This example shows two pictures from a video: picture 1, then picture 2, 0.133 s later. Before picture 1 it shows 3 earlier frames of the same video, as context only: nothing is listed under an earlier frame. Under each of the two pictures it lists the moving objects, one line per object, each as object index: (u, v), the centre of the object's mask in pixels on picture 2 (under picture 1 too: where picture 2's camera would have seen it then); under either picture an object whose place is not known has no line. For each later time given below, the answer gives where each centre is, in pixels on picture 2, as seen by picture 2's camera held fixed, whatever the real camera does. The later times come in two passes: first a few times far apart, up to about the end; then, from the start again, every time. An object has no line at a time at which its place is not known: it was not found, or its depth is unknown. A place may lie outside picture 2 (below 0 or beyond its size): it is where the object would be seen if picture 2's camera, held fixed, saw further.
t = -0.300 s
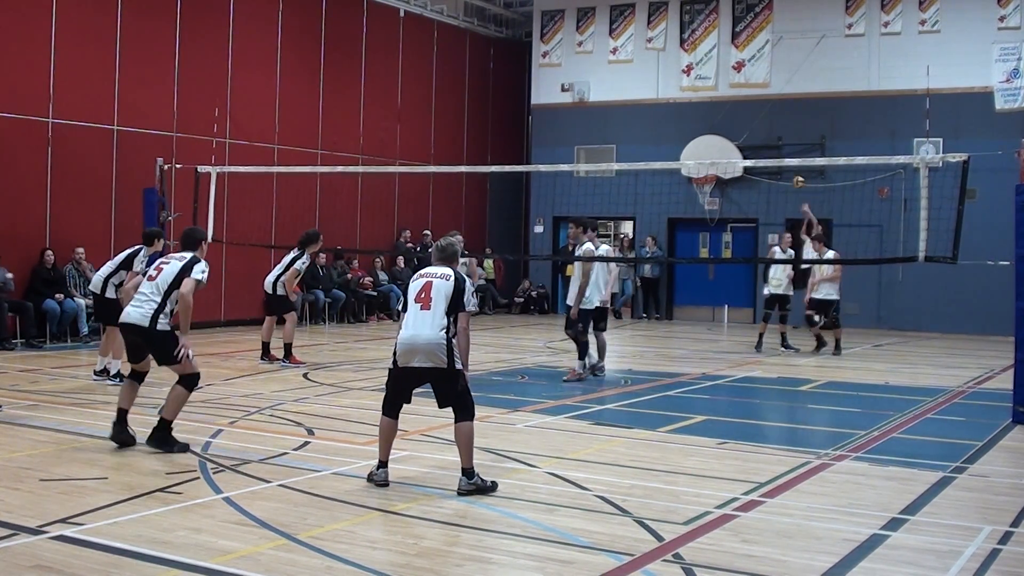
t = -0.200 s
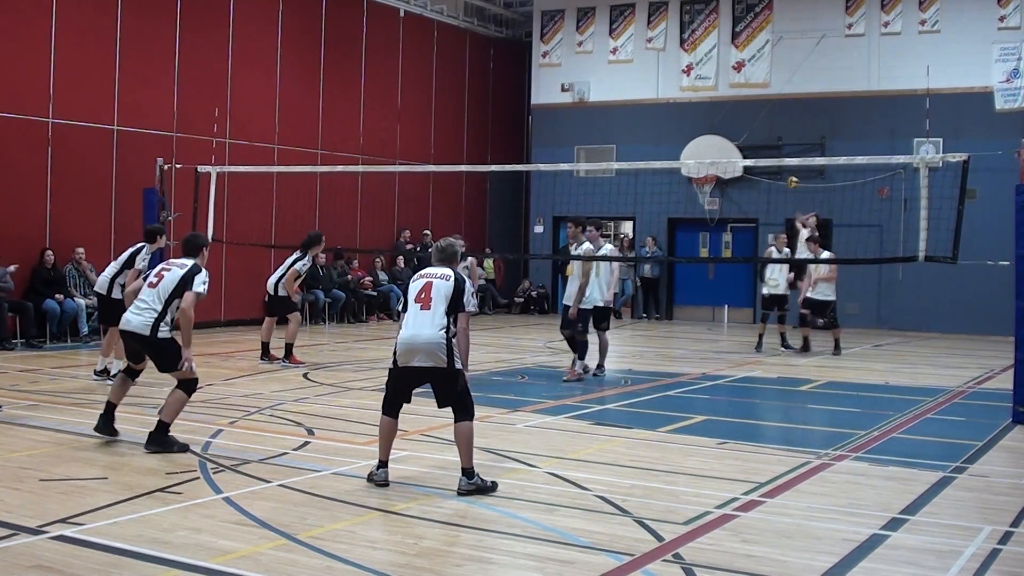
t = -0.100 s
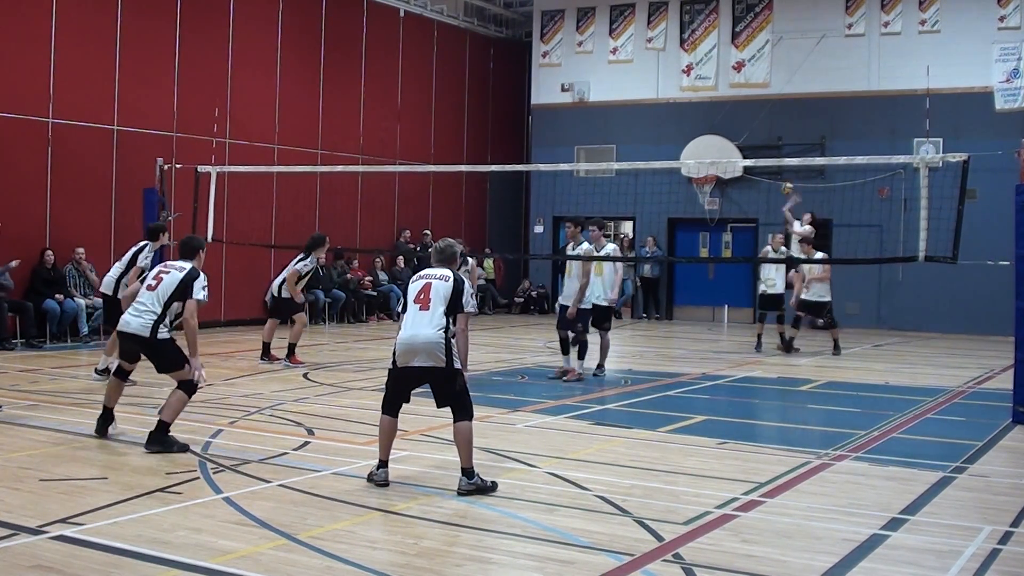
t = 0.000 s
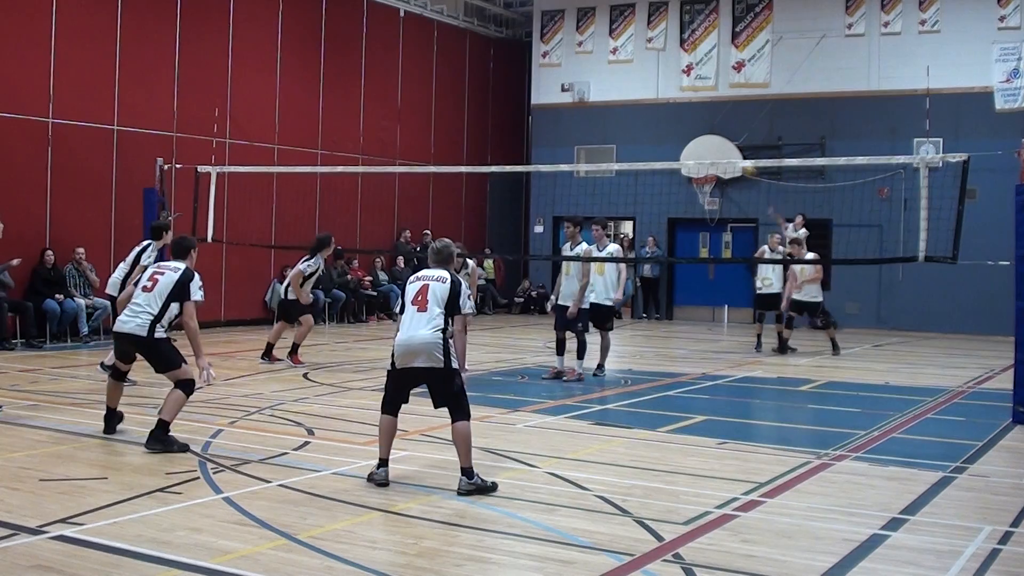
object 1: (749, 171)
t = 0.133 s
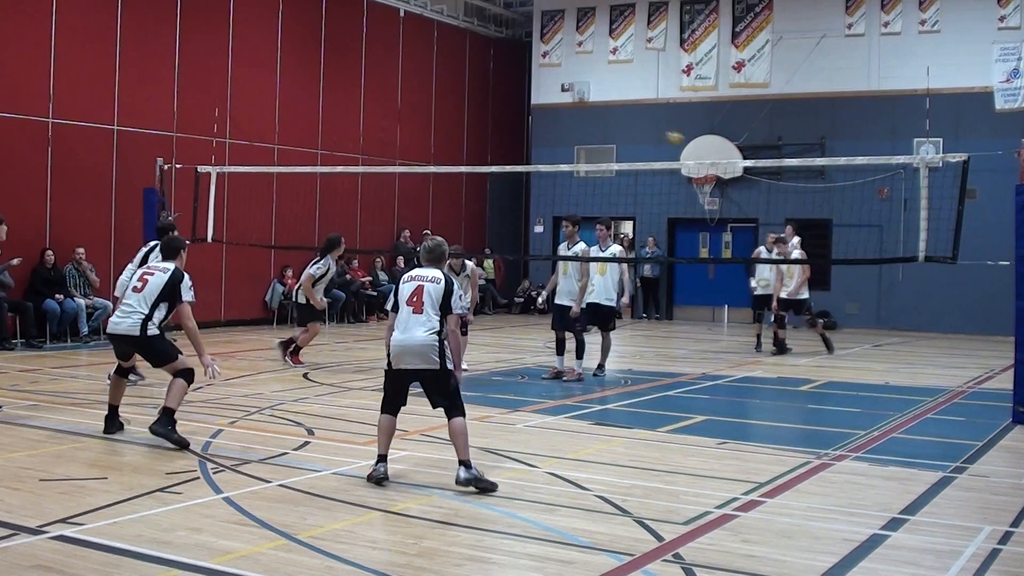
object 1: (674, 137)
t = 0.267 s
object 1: (589, 116)
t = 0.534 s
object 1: (389, 105)
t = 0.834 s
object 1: (102, 165)
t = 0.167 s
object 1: (654, 131)
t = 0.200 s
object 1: (633, 126)
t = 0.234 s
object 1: (612, 121)
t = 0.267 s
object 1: (589, 116)
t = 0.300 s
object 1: (566, 113)
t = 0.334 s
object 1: (543, 111)
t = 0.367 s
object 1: (518, 109)
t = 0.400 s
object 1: (494, 106)
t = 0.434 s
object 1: (469, 105)
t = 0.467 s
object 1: (444, 104)
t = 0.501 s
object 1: (417, 103)
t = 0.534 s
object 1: (389, 105)
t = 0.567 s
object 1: (362, 106)
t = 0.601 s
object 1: (334, 108)
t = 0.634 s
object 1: (304, 112)
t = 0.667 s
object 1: (273, 117)
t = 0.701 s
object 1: (241, 124)
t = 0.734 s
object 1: (209, 130)
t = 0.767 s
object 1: (174, 142)
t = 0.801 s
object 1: (139, 153)
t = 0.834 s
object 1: (102, 165)
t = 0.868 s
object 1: (66, 179)
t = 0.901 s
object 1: (26, 196)
